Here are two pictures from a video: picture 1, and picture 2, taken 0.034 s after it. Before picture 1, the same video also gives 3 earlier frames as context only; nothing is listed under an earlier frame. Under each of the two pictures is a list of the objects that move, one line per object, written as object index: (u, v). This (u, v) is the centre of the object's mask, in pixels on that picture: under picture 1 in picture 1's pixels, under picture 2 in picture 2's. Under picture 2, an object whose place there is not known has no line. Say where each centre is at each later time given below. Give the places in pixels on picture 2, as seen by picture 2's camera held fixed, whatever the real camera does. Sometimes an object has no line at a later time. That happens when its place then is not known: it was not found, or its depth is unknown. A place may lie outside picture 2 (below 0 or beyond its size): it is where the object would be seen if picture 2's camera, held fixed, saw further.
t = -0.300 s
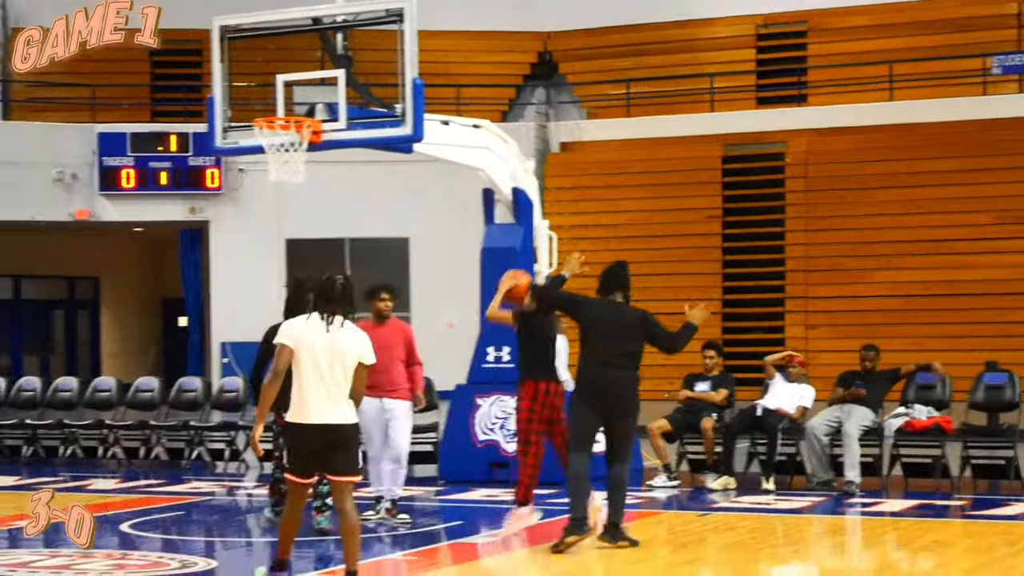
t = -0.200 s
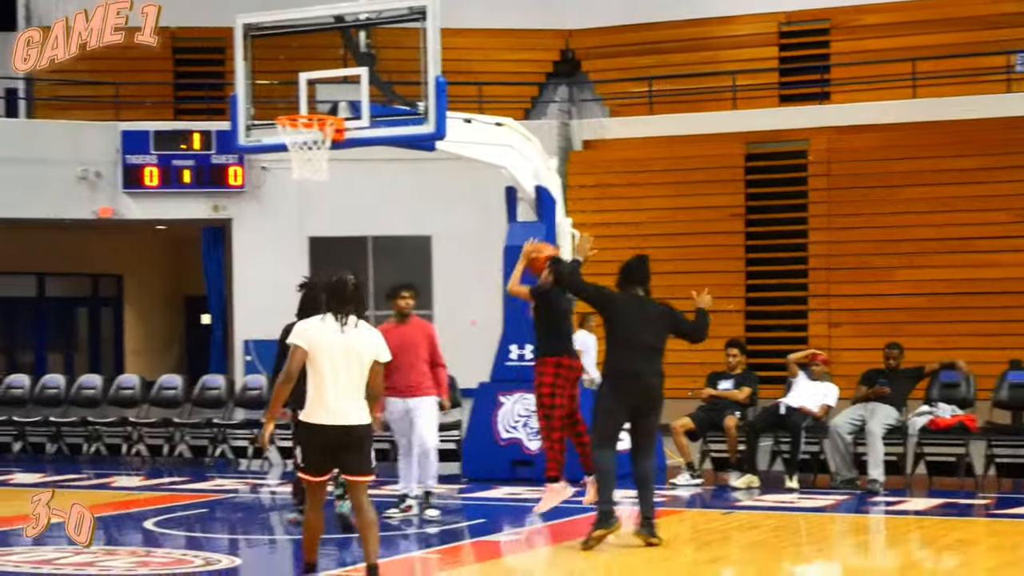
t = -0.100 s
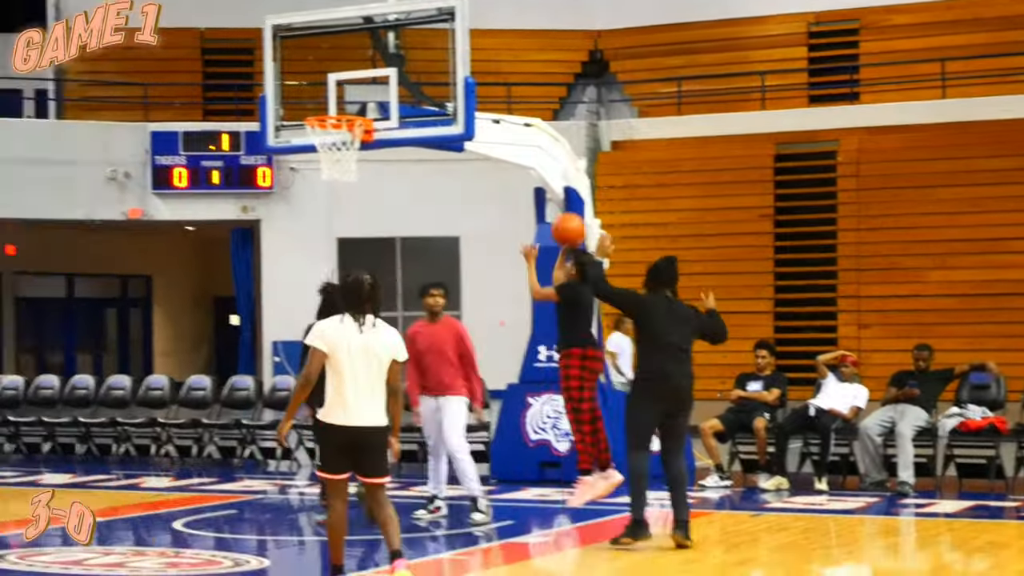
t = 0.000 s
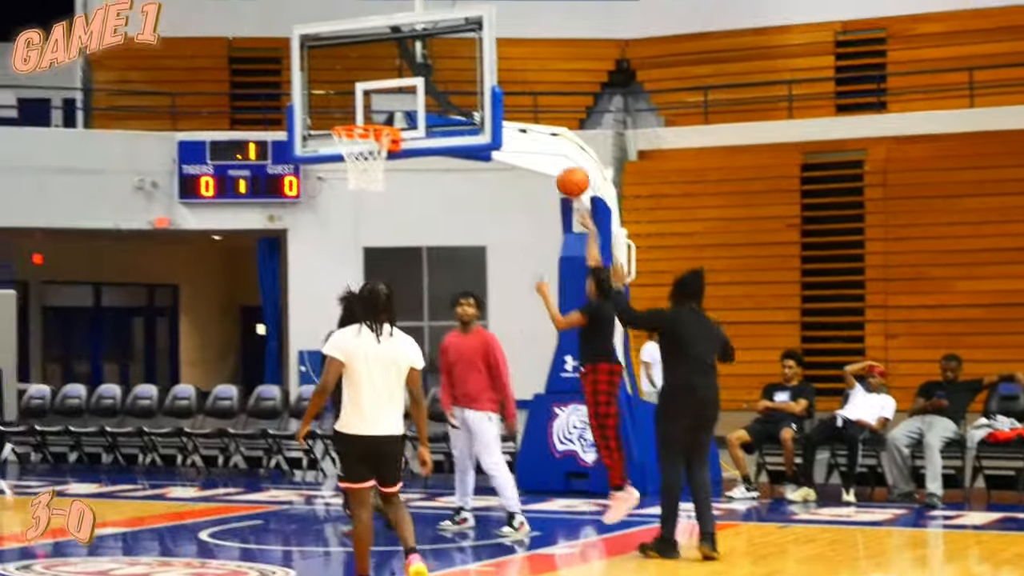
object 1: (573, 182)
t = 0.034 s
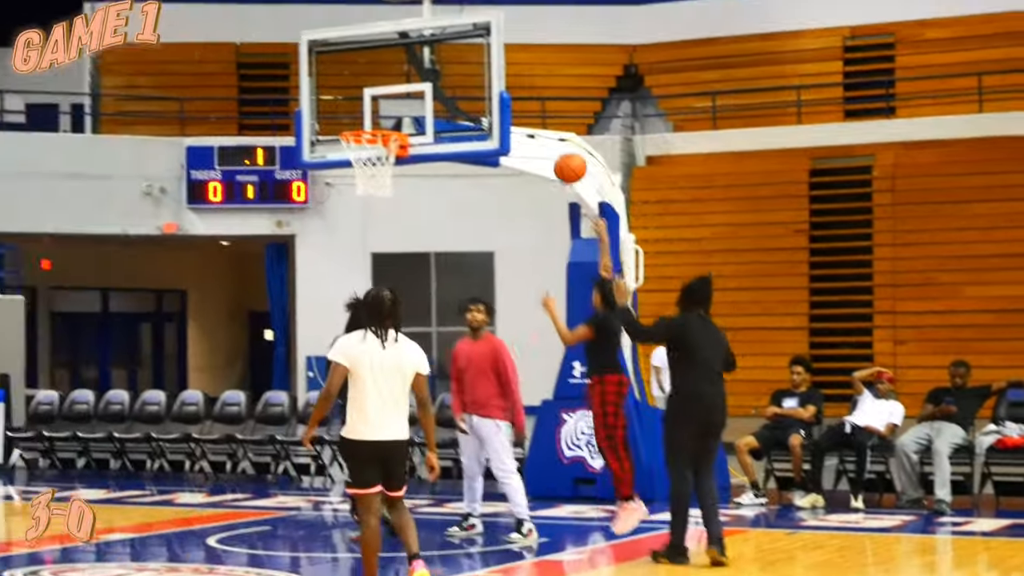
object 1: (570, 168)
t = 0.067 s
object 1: (557, 149)
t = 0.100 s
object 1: (545, 131)
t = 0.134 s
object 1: (534, 117)
